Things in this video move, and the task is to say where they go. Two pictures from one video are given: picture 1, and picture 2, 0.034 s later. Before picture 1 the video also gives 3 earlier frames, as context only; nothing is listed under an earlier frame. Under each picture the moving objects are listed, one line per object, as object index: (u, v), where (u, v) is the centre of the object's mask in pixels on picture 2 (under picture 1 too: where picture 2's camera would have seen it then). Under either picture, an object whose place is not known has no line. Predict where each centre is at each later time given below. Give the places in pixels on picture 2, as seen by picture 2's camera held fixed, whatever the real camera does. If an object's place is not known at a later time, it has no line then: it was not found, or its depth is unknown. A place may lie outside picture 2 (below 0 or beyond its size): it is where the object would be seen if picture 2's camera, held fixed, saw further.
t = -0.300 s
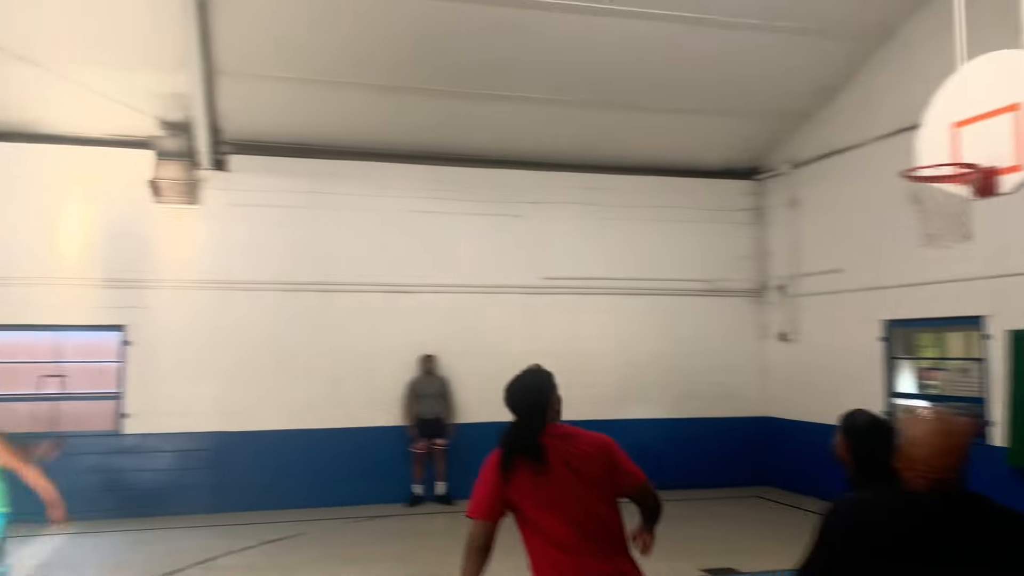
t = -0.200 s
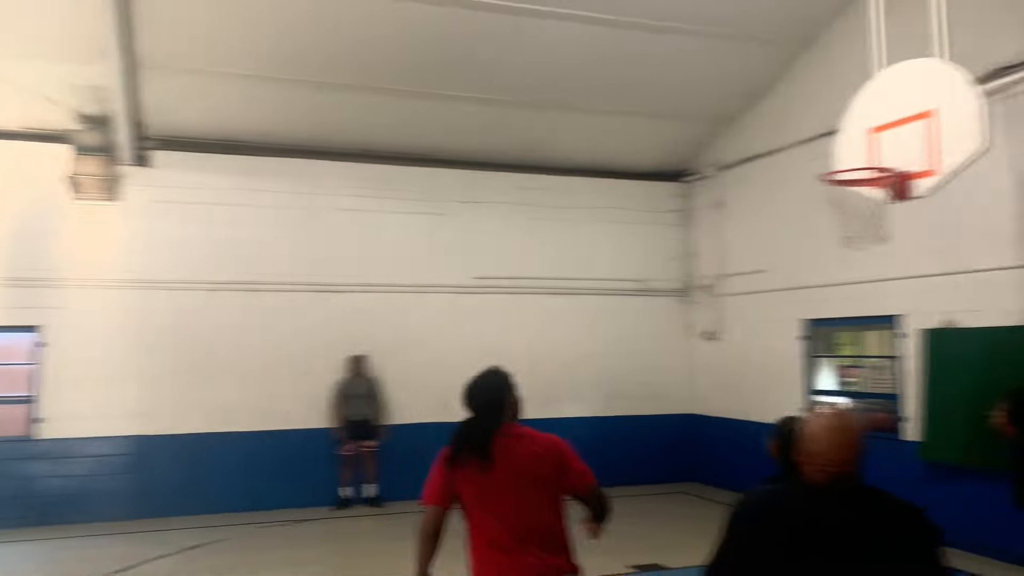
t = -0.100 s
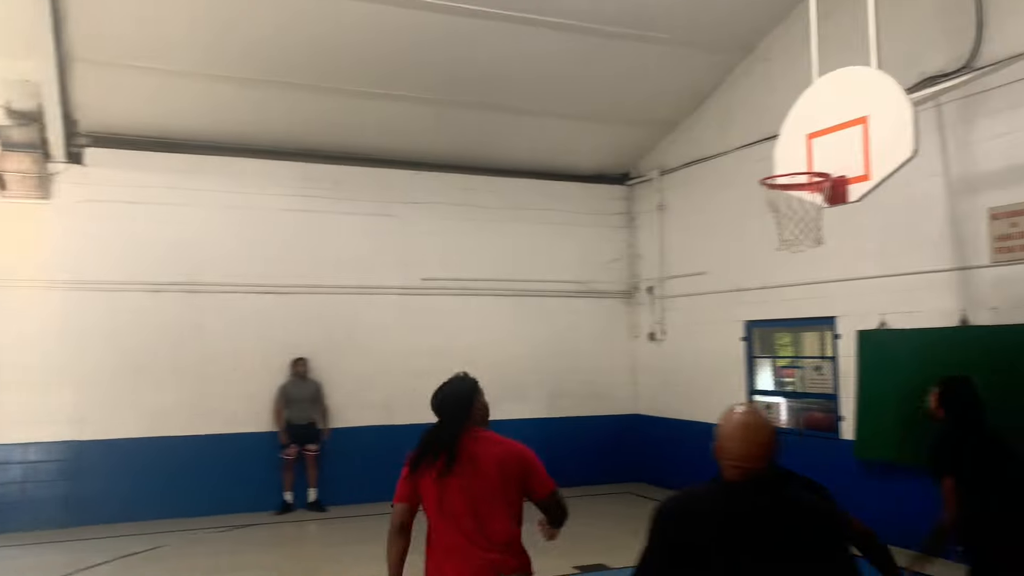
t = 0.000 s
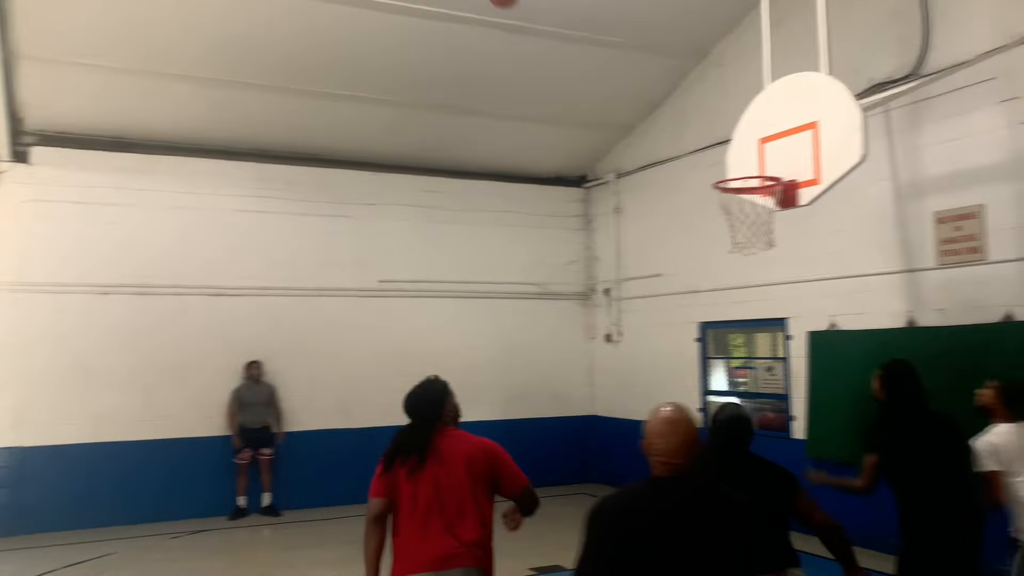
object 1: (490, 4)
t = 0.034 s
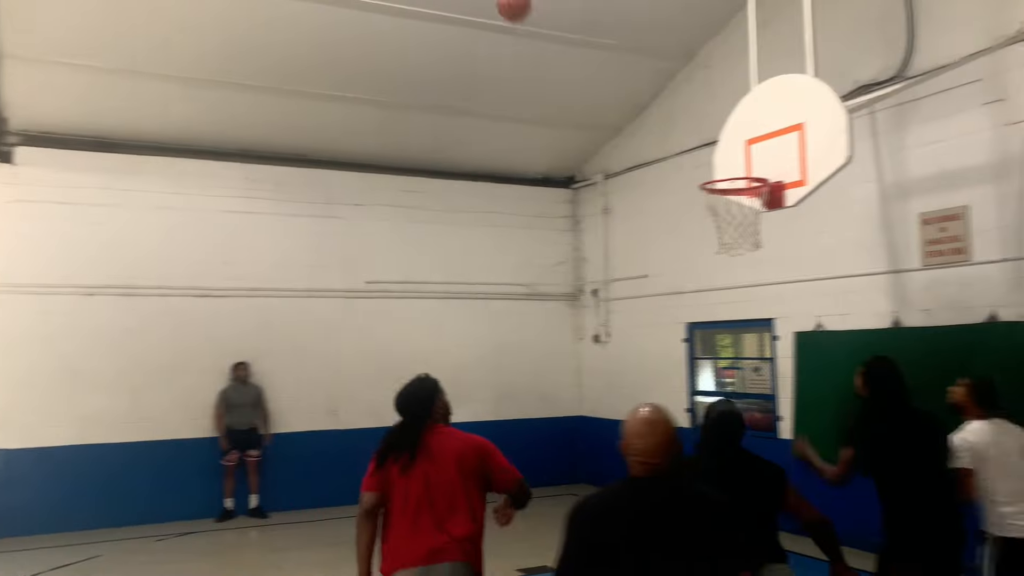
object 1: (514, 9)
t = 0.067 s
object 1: (537, 16)
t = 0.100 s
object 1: (560, 31)
